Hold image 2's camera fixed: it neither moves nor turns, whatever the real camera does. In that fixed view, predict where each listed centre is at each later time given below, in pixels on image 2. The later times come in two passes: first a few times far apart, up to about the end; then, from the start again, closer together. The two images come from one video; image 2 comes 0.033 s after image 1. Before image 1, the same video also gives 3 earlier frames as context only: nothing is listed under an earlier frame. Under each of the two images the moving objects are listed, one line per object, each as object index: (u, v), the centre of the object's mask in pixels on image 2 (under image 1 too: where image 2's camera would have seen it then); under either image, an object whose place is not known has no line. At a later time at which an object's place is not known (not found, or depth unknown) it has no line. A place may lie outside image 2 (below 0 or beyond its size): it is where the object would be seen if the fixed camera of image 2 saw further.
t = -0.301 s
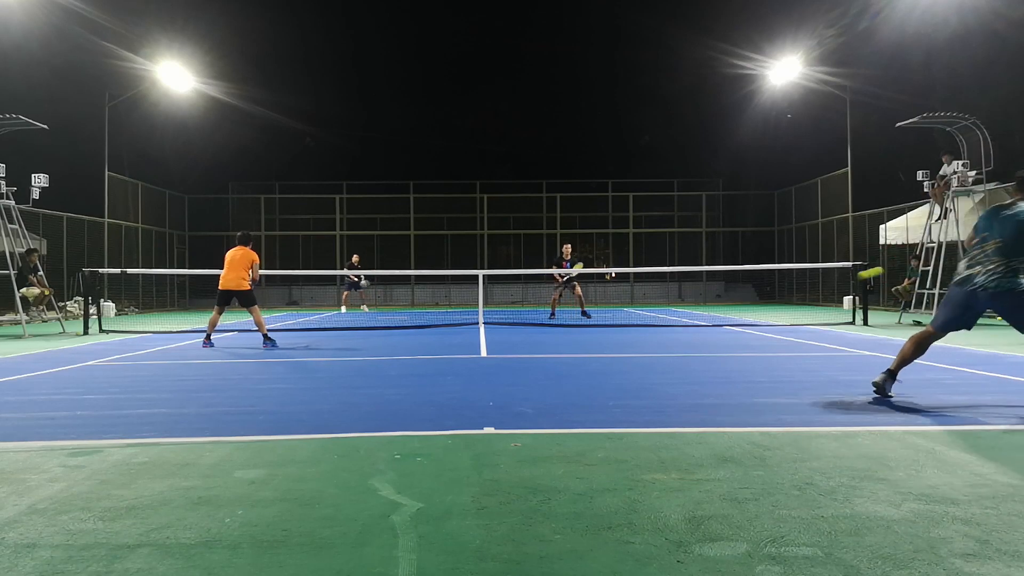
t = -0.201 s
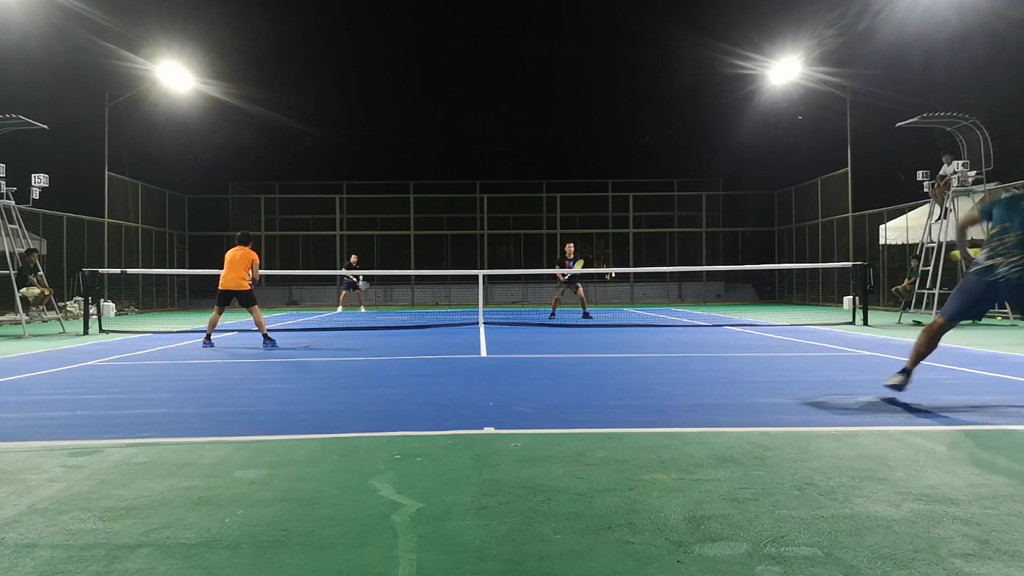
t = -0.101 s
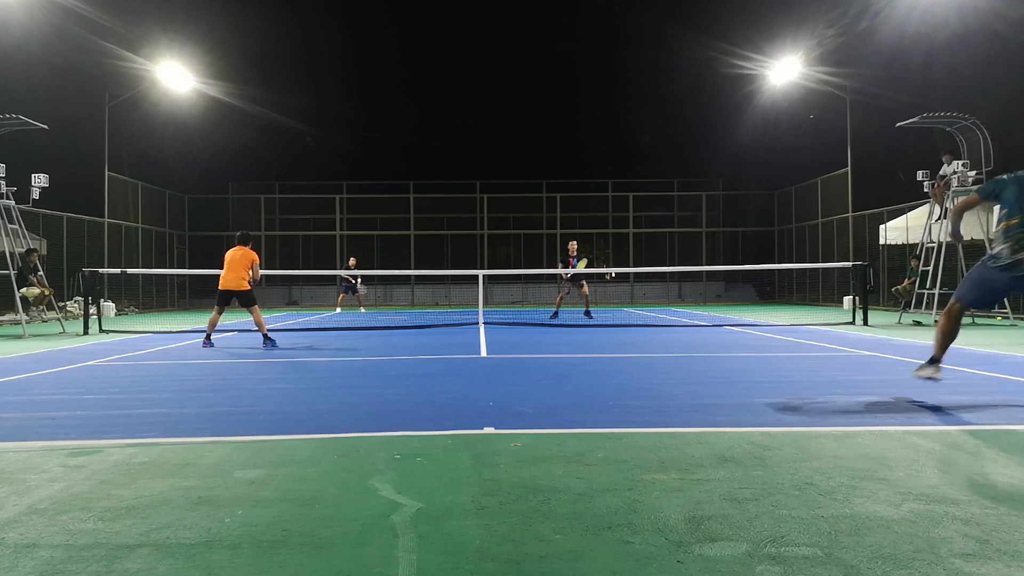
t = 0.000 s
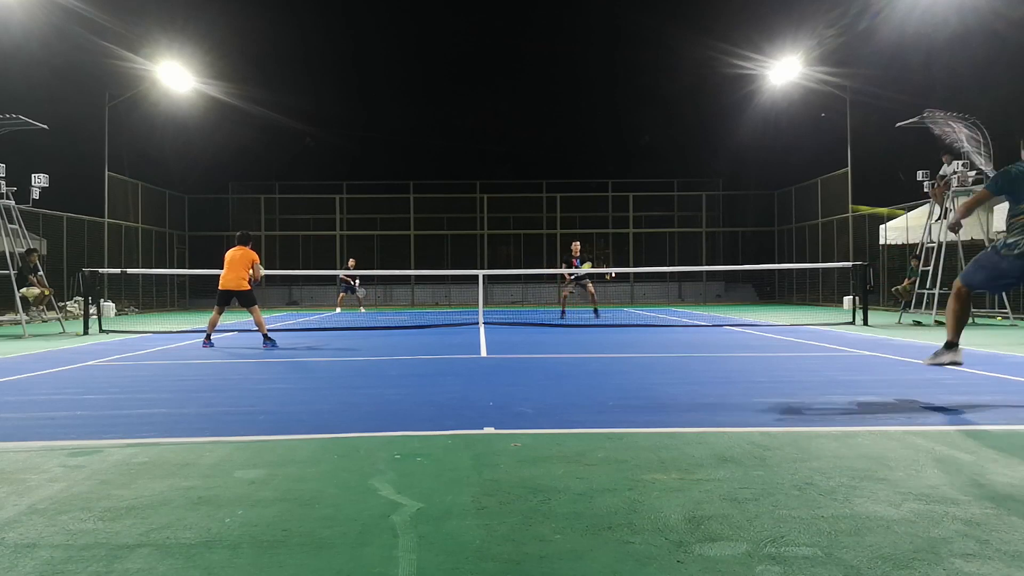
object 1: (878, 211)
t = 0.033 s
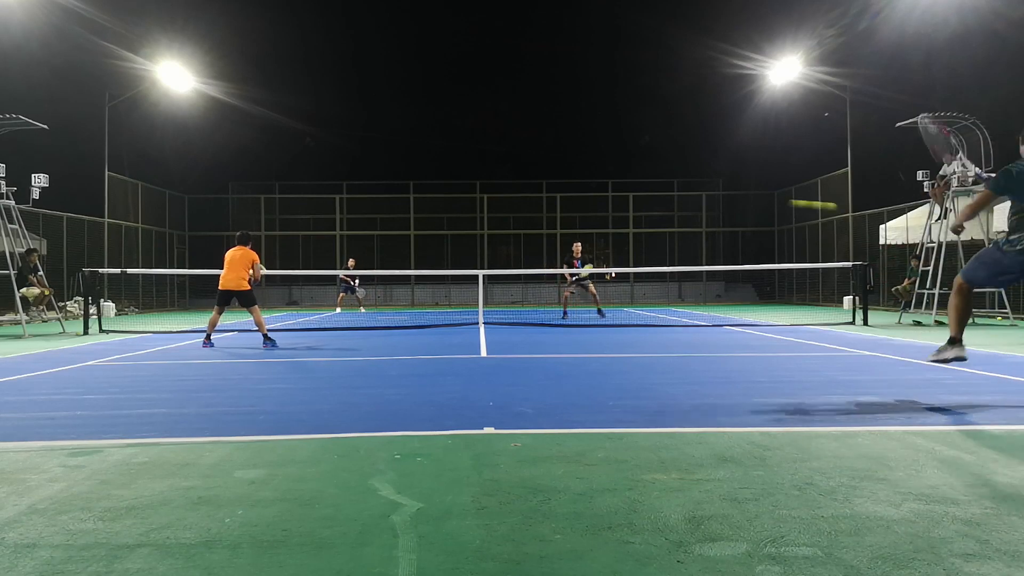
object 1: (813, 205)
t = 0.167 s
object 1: (649, 199)
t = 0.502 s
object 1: (487, 237)
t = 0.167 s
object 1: (649, 199)
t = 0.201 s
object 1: (622, 200)
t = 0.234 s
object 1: (600, 203)
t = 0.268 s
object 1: (579, 206)
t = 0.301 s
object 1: (561, 209)
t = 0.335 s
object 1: (545, 213)
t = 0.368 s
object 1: (531, 217)
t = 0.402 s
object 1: (518, 222)
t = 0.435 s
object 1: (507, 226)
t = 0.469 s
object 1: (496, 232)
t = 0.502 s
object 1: (487, 237)
